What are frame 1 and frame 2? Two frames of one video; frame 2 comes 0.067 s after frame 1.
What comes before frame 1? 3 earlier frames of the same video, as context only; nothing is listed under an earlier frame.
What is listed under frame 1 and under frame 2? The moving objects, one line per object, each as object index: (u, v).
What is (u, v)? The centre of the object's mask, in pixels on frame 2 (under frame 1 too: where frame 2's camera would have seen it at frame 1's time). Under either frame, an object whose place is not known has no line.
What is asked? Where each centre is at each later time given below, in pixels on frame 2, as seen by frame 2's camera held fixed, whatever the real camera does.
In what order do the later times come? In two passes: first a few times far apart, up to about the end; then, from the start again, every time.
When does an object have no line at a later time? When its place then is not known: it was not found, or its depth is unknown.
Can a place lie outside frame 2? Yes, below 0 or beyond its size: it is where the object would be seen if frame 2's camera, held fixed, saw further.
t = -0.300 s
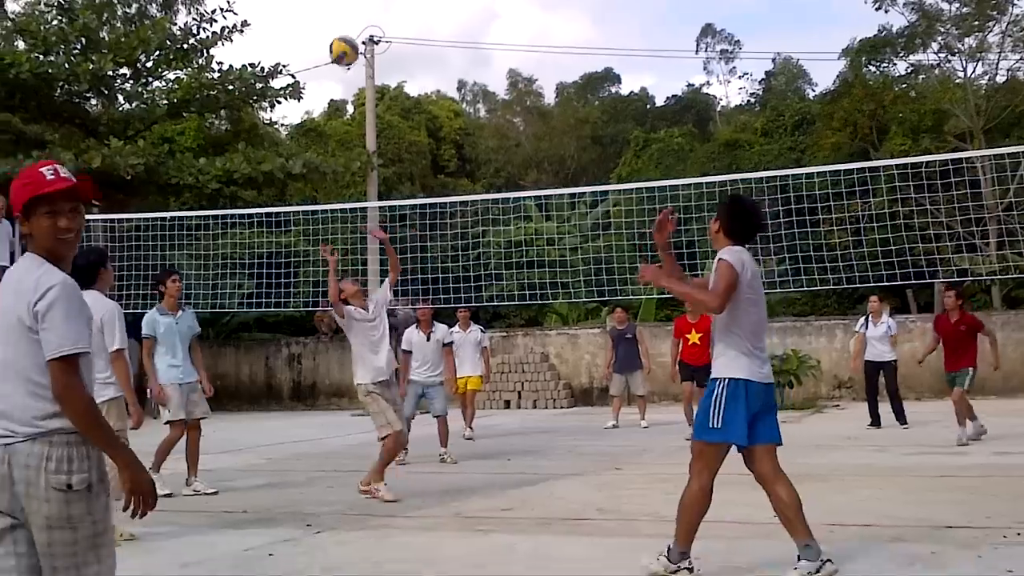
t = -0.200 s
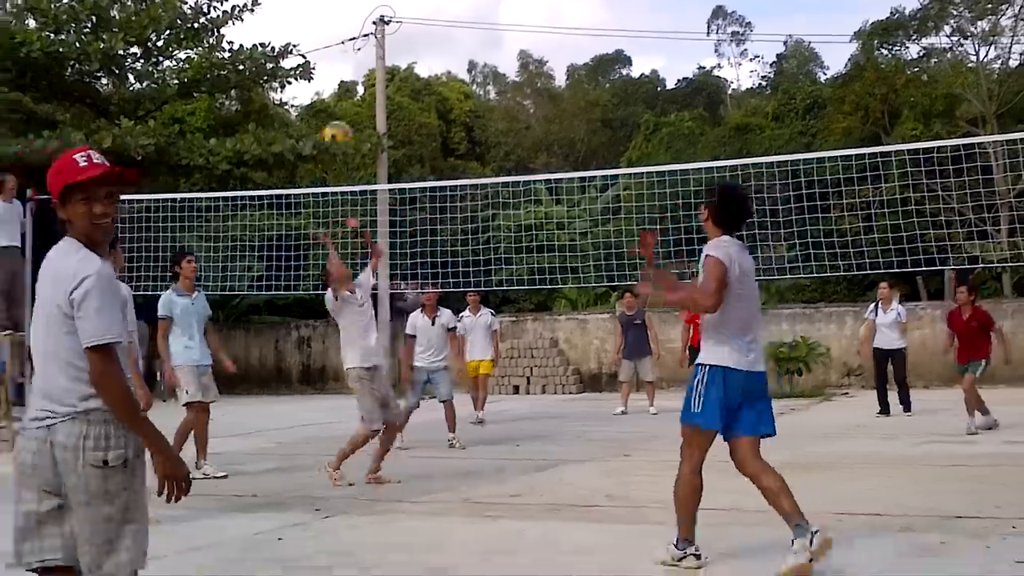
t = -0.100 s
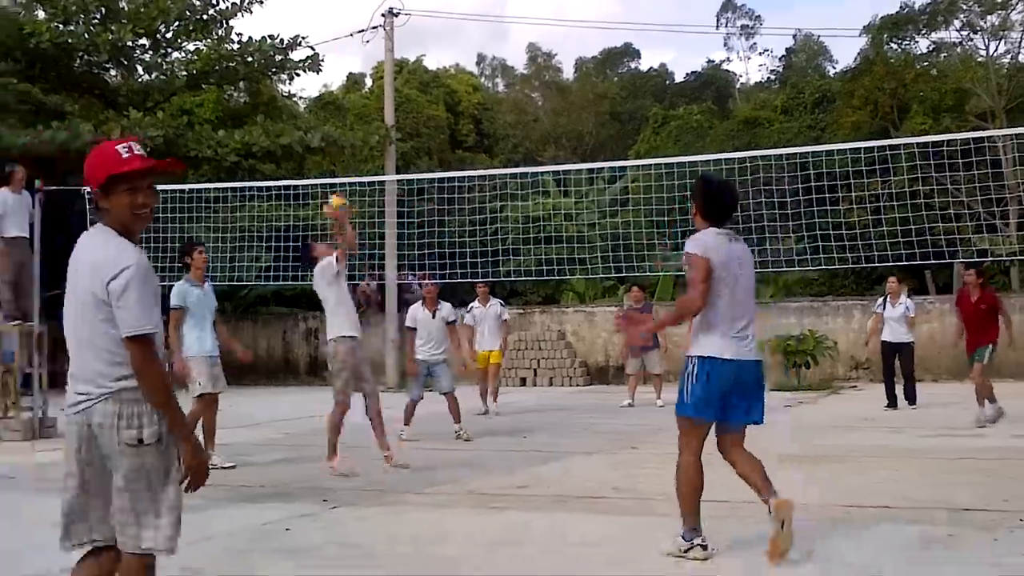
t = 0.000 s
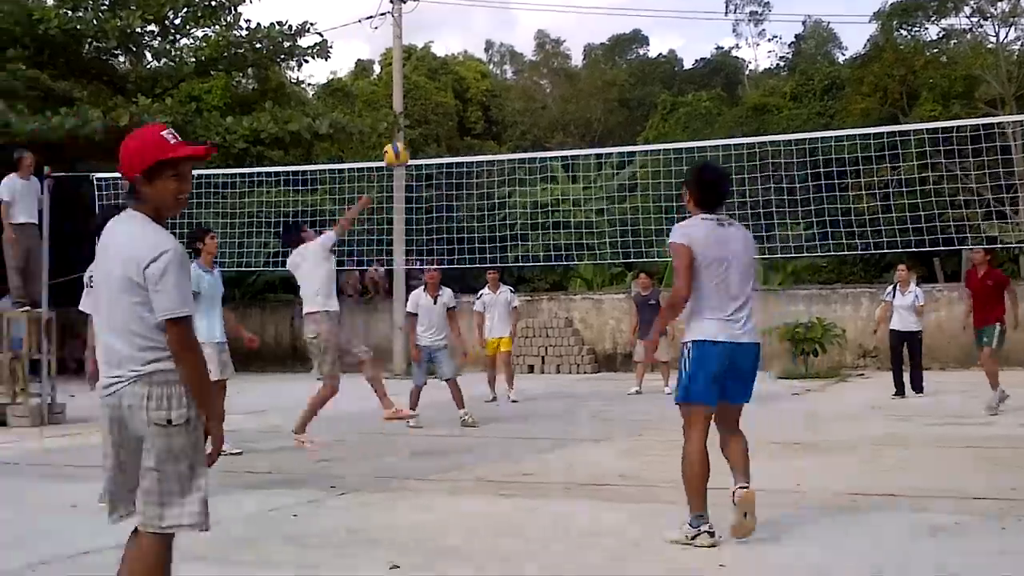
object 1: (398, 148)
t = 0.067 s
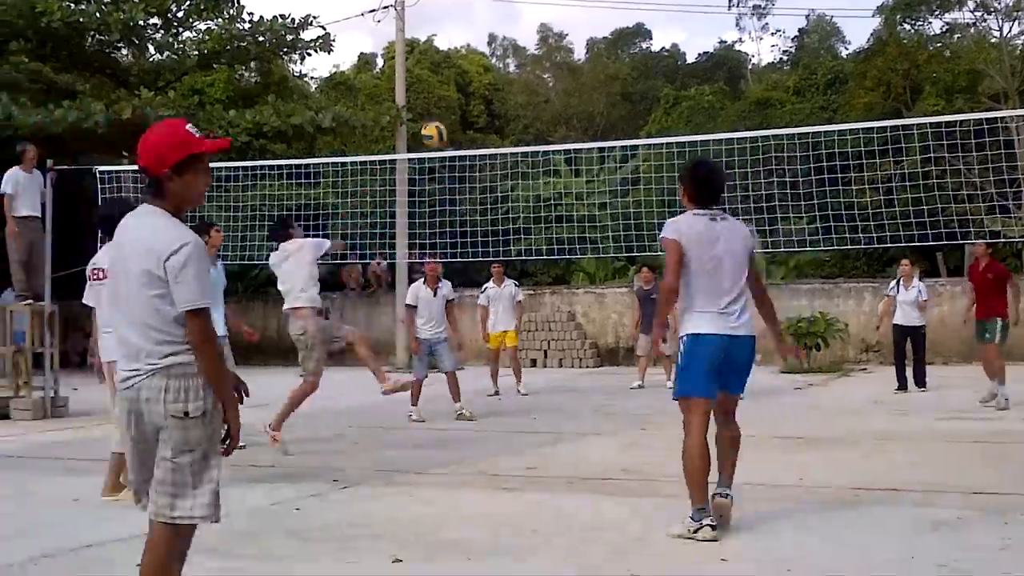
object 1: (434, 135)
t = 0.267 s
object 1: (525, 126)
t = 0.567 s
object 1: (627, 189)
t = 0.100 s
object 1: (451, 130)
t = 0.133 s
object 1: (467, 126)
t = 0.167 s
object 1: (482, 124)
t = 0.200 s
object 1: (498, 124)
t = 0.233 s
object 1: (511, 124)
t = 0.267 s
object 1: (525, 126)
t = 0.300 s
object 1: (538, 129)
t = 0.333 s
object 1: (550, 133)
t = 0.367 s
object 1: (563, 137)
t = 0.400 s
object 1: (574, 140)
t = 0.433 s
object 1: (586, 151)
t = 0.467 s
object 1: (597, 160)
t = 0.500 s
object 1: (608, 169)
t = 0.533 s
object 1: (617, 179)
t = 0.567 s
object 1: (627, 189)
